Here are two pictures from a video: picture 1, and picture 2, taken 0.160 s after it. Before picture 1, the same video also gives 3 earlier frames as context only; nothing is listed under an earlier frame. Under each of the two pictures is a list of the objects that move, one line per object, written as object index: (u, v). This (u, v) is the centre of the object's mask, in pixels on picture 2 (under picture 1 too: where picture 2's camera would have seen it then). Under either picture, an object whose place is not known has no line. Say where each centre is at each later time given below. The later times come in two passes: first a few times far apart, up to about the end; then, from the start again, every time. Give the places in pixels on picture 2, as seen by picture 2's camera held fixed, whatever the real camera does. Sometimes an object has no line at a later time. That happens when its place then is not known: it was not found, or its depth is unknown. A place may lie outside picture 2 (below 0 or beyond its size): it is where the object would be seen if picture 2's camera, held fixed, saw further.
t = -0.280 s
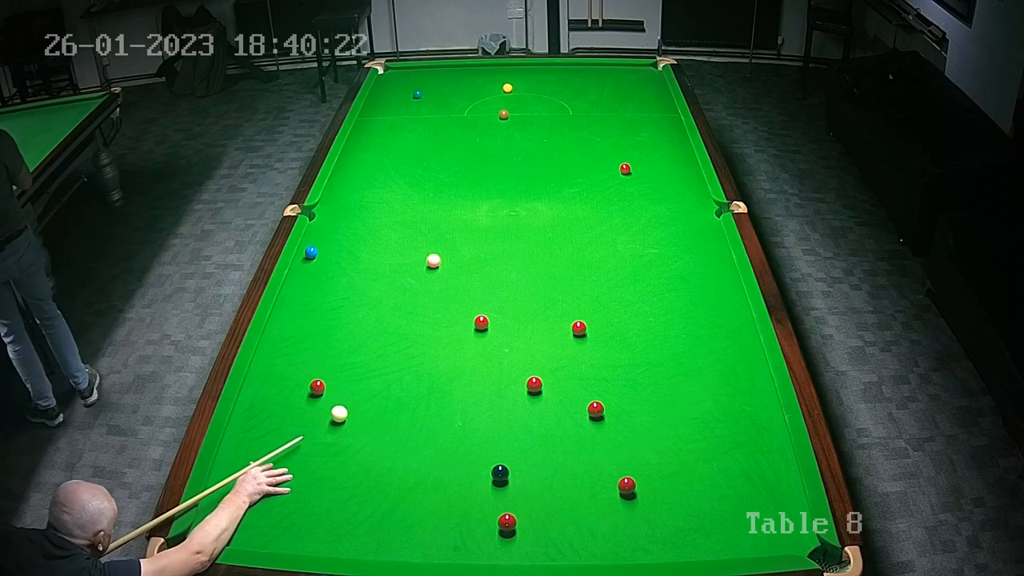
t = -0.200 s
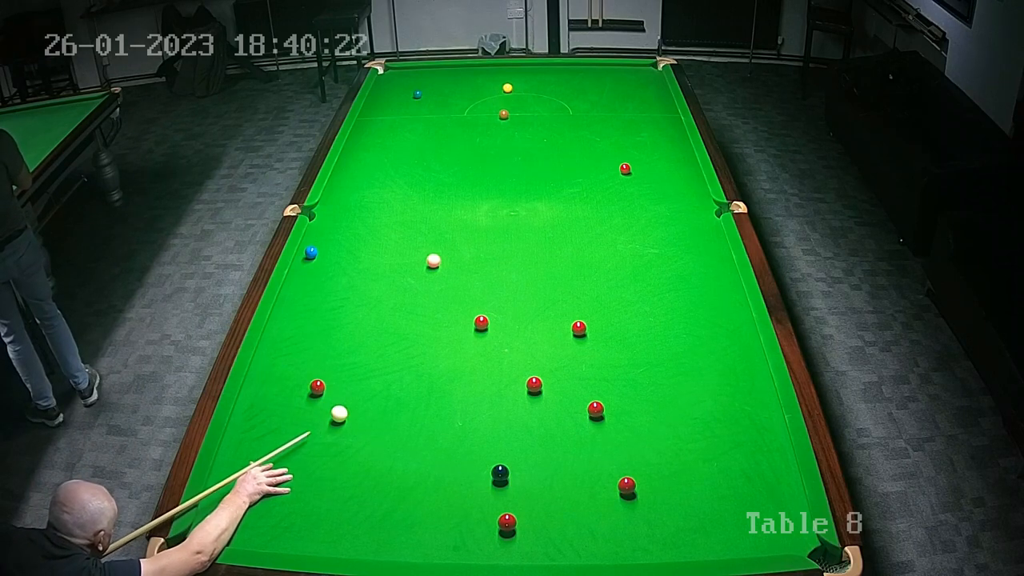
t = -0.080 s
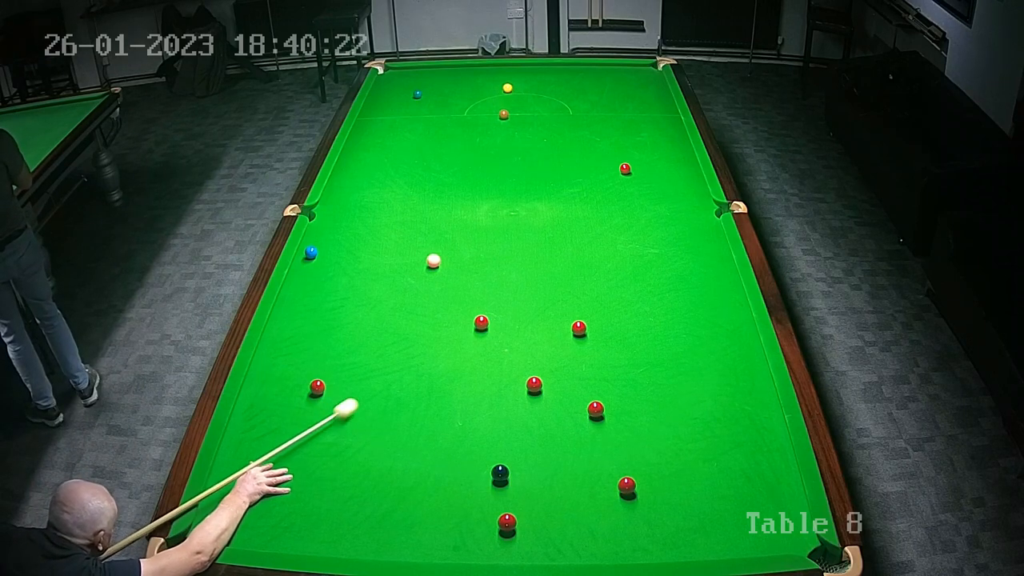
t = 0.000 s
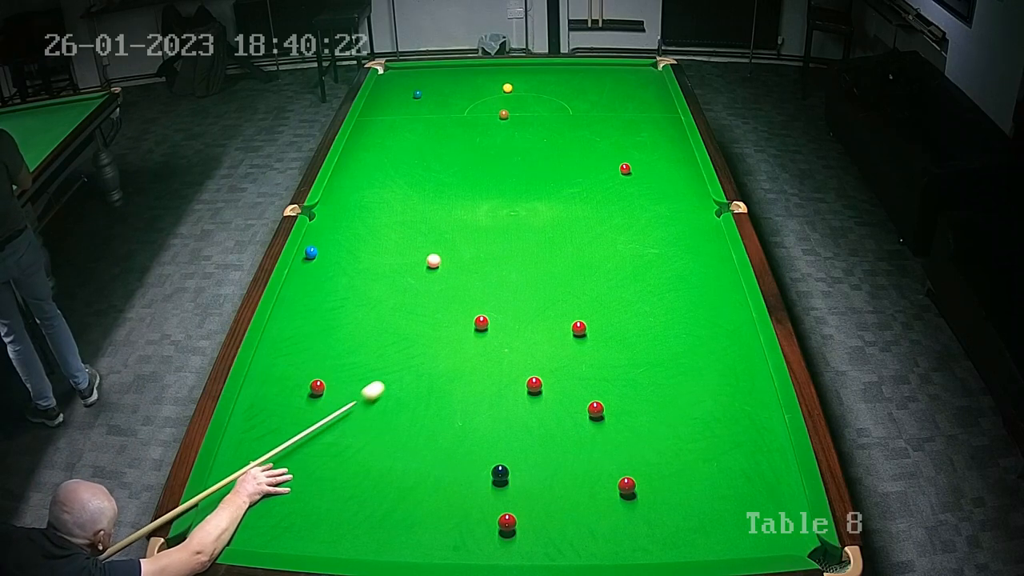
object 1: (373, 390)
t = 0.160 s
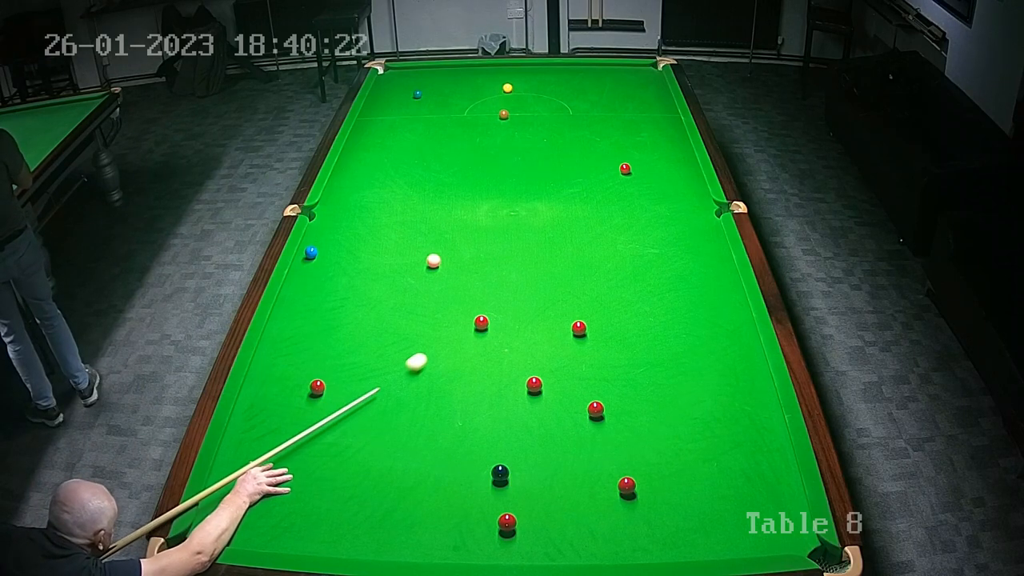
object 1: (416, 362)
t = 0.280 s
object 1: (446, 342)
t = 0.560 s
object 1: (471, 319)
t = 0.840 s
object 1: (478, 305)
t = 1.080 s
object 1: (484, 295)
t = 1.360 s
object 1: (490, 284)
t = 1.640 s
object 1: (496, 274)
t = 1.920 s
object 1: (501, 266)
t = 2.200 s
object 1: (505, 259)
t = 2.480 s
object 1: (509, 253)
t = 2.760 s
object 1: (511, 248)
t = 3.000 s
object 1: (513, 245)
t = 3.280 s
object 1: (515, 242)
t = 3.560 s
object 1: (516, 240)
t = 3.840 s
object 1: (517, 239)
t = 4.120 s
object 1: (516, 239)
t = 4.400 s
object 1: (516, 239)
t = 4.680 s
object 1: (516, 239)
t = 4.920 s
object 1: (516, 239)
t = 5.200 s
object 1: (516, 239)
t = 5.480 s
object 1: (516, 239)
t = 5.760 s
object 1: (516, 239)
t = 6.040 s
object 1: (516, 239)
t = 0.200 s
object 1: (426, 355)
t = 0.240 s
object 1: (436, 349)
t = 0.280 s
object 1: (446, 342)
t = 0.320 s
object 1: (456, 336)
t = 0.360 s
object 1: (465, 330)
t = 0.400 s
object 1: (468, 327)
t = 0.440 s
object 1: (468, 326)
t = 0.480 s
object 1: (468, 324)
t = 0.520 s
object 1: (470, 322)
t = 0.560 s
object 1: (471, 319)
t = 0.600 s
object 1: (472, 317)
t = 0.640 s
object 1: (473, 315)
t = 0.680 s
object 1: (474, 313)
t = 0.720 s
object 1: (475, 311)
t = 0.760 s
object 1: (476, 309)
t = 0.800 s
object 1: (477, 307)
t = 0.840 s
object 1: (478, 305)
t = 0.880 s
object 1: (479, 304)
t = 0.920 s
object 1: (480, 302)
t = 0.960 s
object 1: (481, 300)
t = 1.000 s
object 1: (482, 298)
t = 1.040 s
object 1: (483, 297)
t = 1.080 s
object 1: (484, 295)
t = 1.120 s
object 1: (485, 293)
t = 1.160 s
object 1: (486, 292)
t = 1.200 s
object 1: (487, 290)
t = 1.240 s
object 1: (488, 289)
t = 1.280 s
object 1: (489, 287)
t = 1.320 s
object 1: (489, 286)
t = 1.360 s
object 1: (490, 284)
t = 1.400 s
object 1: (491, 283)
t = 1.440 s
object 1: (492, 281)
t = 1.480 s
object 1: (493, 280)
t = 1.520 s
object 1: (493, 278)
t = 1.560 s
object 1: (494, 277)
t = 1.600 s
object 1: (495, 276)
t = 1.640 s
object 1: (496, 274)
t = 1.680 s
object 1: (496, 273)
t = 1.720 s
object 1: (497, 272)
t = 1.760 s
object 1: (498, 271)
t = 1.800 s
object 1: (499, 270)
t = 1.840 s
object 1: (499, 268)
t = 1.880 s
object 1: (500, 267)
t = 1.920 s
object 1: (501, 266)
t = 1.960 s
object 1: (501, 265)
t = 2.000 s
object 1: (502, 264)
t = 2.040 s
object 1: (503, 263)
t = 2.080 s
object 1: (503, 262)
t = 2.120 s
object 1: (504, 261)
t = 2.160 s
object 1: (504, 260)
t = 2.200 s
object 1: (505, 259)
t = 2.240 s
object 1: (505, 258)
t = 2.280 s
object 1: (506, 257)
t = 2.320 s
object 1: (507, 257)
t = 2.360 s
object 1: (507, 256)
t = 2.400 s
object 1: (508, 255)
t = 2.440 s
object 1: (508, 254)
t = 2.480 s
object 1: (509, 253)
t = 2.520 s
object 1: (509, 252)
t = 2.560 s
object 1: (509, 252)
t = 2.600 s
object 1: (510, 251)
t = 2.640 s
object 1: (510, 250)
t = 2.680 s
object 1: (511, 250)
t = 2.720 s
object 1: (511, 249)
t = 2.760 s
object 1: (511, 248)
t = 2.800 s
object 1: (512, 248)
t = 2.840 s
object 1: (512, 247)
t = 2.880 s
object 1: (512, 246)
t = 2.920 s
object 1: (513, 246)
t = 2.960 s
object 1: (513, 245)
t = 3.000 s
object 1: (513, 245)
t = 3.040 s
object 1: (514, 244)
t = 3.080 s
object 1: (514, 244)
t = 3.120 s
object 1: (514, 244)
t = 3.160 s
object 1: (514, 243)
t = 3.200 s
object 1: (515, 243)
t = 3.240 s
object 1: (515, 242)
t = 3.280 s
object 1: (515, 242)
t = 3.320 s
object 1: (515, 242)
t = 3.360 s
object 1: (516, 241)
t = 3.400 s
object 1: (516, 241)
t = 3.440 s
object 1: (516, 241)
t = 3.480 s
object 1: (516, 240)
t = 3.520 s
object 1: (516, 240)
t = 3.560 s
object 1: (516, 240)
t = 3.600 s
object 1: (516, 240)
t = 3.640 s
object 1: (517, 240)
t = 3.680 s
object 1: (517, 239)
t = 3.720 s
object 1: (516, 239)
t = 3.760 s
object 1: (516, 239)
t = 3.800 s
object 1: (516, 239)
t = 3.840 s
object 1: (517, 239)
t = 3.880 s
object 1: (517, 239)
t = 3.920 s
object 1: (517, 239)
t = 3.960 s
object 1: (517, 239)
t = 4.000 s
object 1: (517, 239)
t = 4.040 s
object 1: (517, 239)
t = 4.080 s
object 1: (516, 239)
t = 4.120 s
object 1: (516, 239)
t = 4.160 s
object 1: (516, 239)
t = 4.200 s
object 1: (516, 239)
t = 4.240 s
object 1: (516, 239)
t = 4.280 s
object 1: (516, 239)
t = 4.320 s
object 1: (516, 239)
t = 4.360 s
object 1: (516, 239)
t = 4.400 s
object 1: (516, 239)
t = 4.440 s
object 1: (516, 239)
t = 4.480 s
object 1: (516, 239)
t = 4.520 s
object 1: (516, 239)
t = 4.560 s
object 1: (516, 239)
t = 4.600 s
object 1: (516, 239)
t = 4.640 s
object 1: (516, 239)
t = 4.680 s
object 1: (516, 239)
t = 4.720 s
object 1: (516, 239)
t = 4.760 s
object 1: (516, 239)
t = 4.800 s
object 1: (516, 239)
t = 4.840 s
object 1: (516, 239)
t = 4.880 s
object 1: (516, 239)
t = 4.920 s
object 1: (516, 239)
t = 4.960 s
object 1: (516, 239)
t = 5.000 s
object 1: (516, 239)
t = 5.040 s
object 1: (516, 239)
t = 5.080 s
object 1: (516, 239)
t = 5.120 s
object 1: (516, 239)
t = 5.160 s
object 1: (516, 239)
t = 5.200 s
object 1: (516, 239)
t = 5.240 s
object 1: (516, 239)
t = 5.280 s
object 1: (516, 239)
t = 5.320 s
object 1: (516, 239)
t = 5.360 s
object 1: (516, 239)
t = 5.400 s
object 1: (516, 239)
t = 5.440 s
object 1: (516, 239)
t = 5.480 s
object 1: (516, 239)
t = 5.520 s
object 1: (516, 239)
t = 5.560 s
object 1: (516, 239)
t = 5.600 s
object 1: (516, 239)
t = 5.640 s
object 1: (516, 239)
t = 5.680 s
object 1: (516, 239)
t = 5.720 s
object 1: (516, 239)
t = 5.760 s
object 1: (516, 239)
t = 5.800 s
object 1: (516, 239)
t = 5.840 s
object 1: (516, 239)
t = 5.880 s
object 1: (516, 239)
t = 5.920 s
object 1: (516, 239)
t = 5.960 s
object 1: (516, 239)
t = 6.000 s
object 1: (516, 239)
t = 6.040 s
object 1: (516, 239)
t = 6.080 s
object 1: (516, 239)
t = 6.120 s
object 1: (516, 239)
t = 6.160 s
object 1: (516, 239)
